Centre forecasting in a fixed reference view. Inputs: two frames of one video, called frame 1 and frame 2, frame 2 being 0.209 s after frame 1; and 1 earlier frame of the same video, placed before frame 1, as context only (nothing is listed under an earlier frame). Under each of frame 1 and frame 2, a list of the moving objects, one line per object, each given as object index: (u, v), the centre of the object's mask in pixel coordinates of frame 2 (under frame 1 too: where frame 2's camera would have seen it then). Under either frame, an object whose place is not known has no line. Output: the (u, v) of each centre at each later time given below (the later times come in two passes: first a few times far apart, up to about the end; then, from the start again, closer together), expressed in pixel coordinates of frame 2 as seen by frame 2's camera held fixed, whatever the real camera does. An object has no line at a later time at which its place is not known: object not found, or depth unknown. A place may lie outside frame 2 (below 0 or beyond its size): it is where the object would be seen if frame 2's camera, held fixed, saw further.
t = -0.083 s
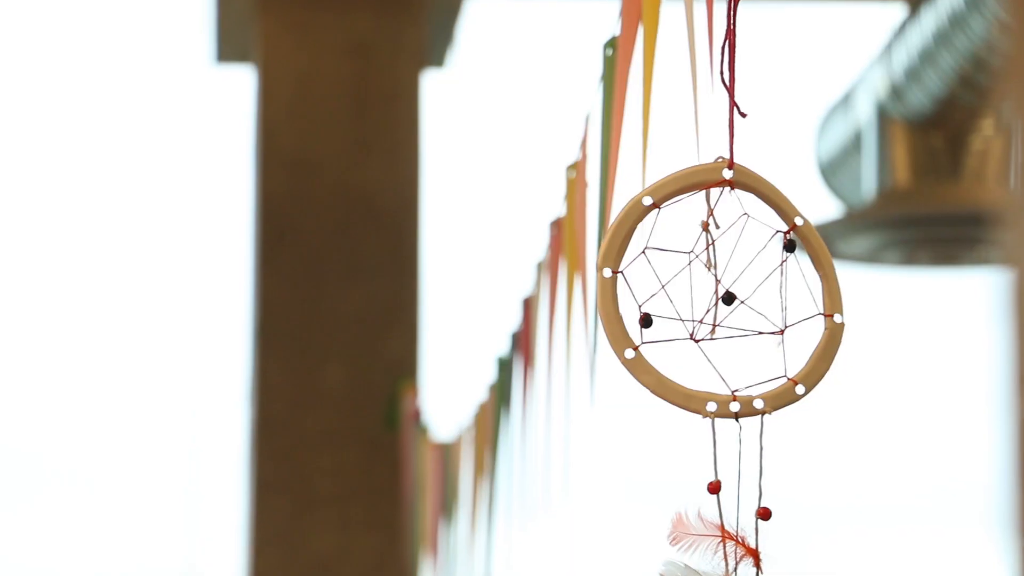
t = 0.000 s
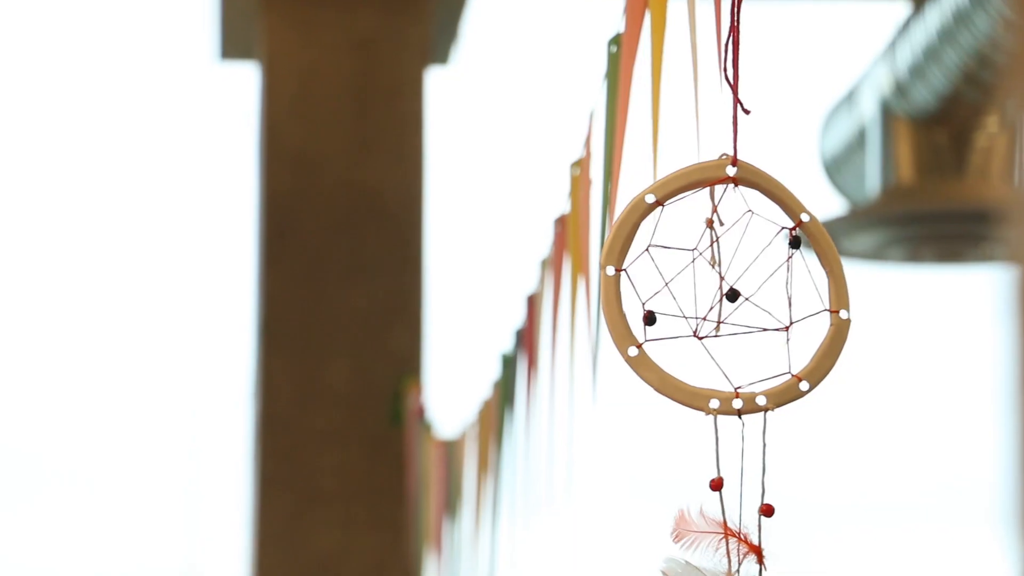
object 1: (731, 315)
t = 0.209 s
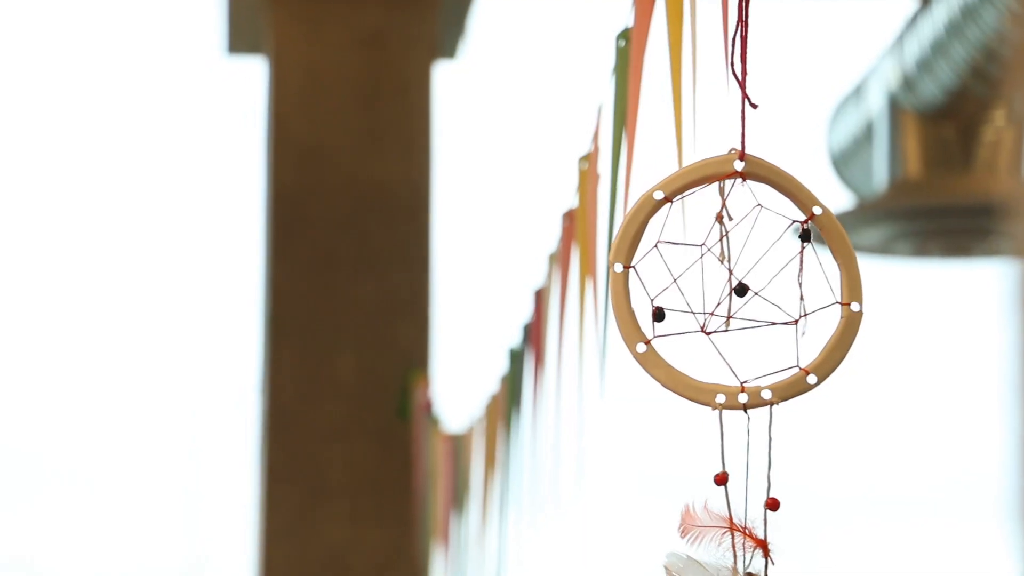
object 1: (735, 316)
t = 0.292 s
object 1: (735, 317)
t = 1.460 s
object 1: (729, 299)
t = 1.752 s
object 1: (729, 302)
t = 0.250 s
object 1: (735, 316)
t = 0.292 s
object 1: (735, 317)
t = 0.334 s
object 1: (736, 317)
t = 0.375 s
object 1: (736, 318)
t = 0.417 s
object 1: (736, 318)
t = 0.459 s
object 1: (736, 319)
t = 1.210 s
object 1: (736, 324)
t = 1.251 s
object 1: (737, 324)
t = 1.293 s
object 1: (737, 324)
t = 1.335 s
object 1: (732, 308)
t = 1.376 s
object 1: (730, 303)
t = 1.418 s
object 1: (729, 300)
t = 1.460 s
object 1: (729, 299)
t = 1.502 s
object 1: (733, 308)
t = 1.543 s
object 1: (732, 308)
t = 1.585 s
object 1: (733, 309)
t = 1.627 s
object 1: (729, 301)
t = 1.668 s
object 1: (729, 301)
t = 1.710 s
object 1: (729, 302)
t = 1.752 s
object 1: (729, 302)
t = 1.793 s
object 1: (729, 302)
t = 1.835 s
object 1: (730, 302)
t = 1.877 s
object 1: (729, 300)
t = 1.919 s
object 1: (729, 300)
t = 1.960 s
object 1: (730, 303)
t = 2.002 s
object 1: (731, 310)
